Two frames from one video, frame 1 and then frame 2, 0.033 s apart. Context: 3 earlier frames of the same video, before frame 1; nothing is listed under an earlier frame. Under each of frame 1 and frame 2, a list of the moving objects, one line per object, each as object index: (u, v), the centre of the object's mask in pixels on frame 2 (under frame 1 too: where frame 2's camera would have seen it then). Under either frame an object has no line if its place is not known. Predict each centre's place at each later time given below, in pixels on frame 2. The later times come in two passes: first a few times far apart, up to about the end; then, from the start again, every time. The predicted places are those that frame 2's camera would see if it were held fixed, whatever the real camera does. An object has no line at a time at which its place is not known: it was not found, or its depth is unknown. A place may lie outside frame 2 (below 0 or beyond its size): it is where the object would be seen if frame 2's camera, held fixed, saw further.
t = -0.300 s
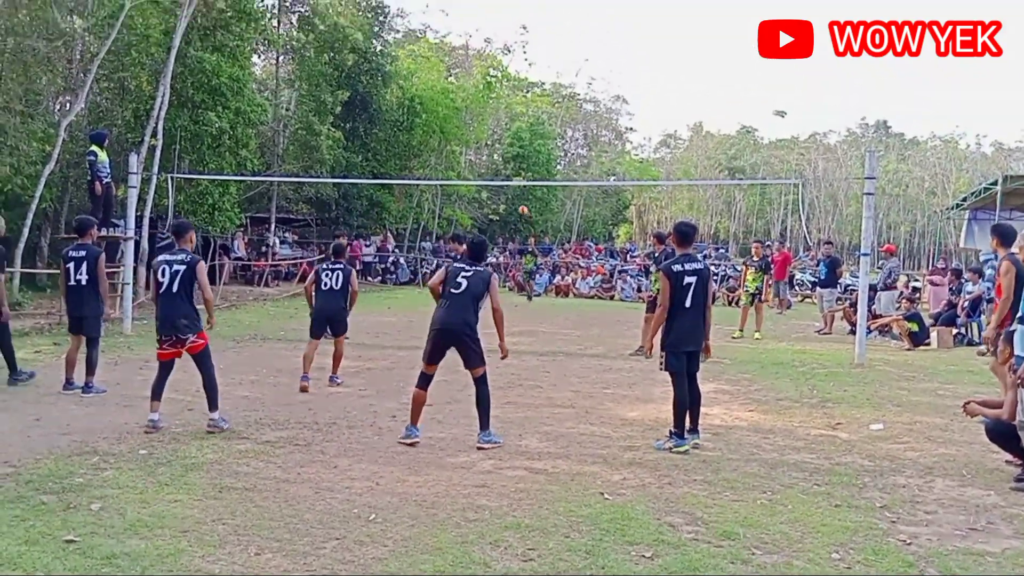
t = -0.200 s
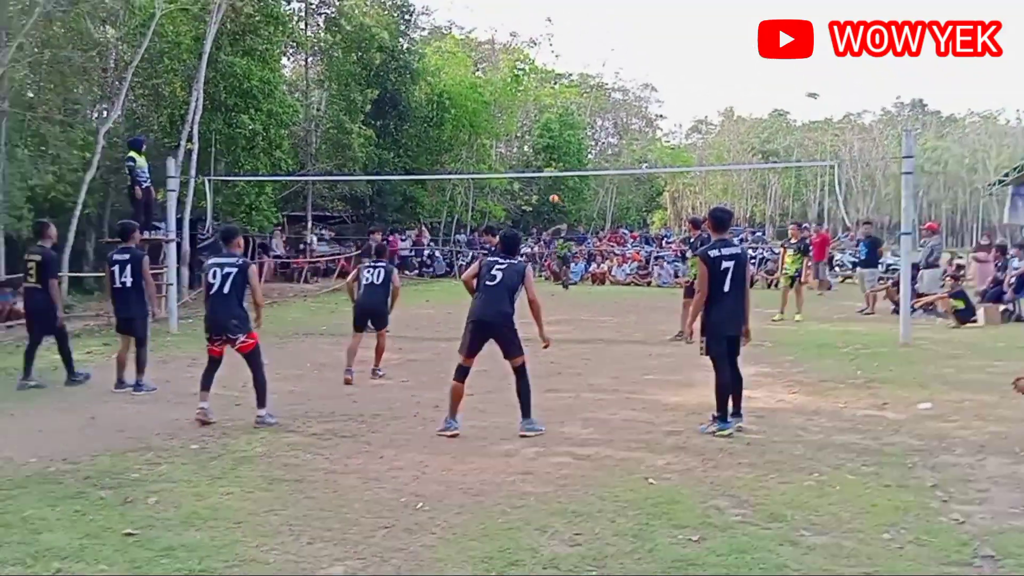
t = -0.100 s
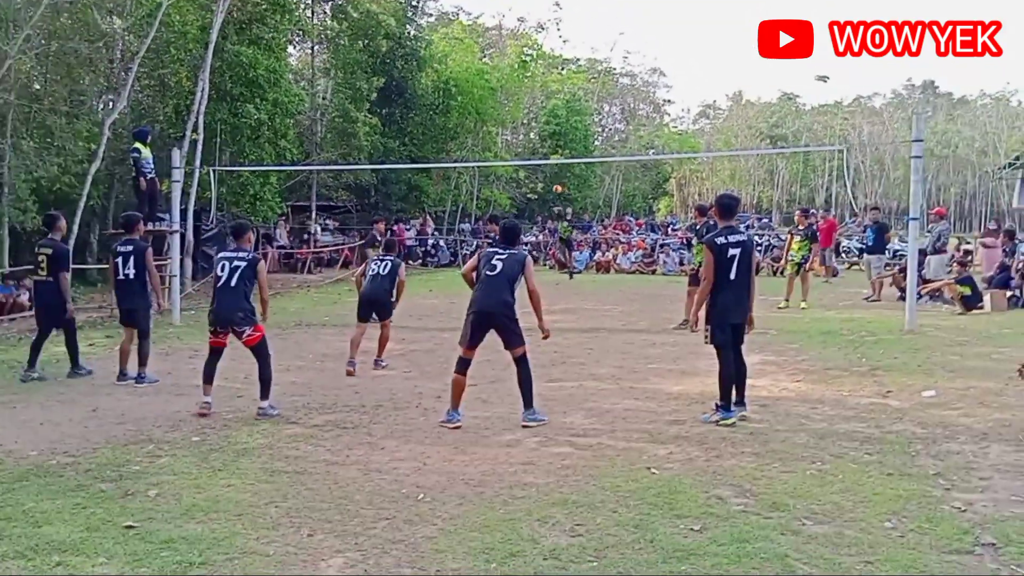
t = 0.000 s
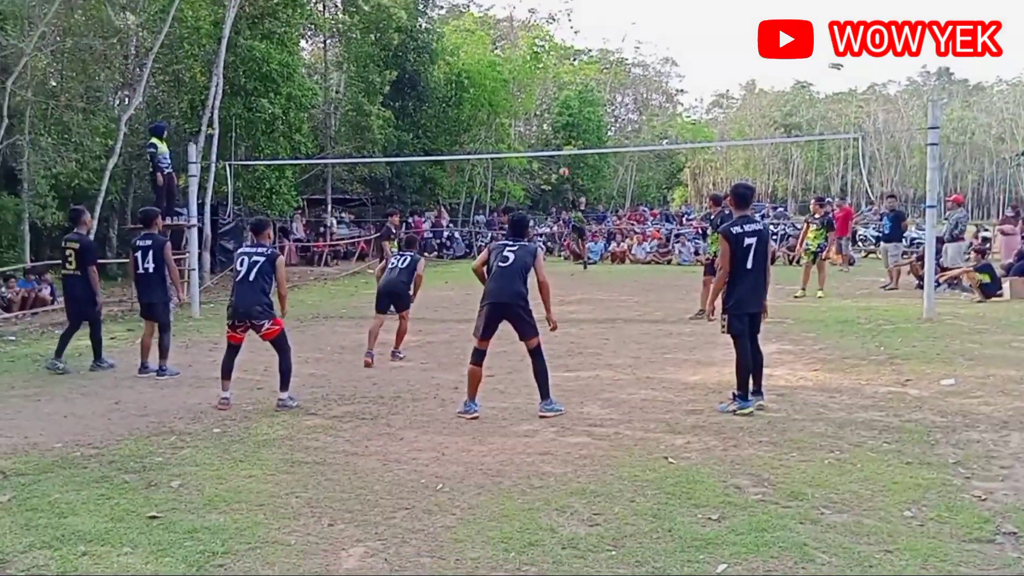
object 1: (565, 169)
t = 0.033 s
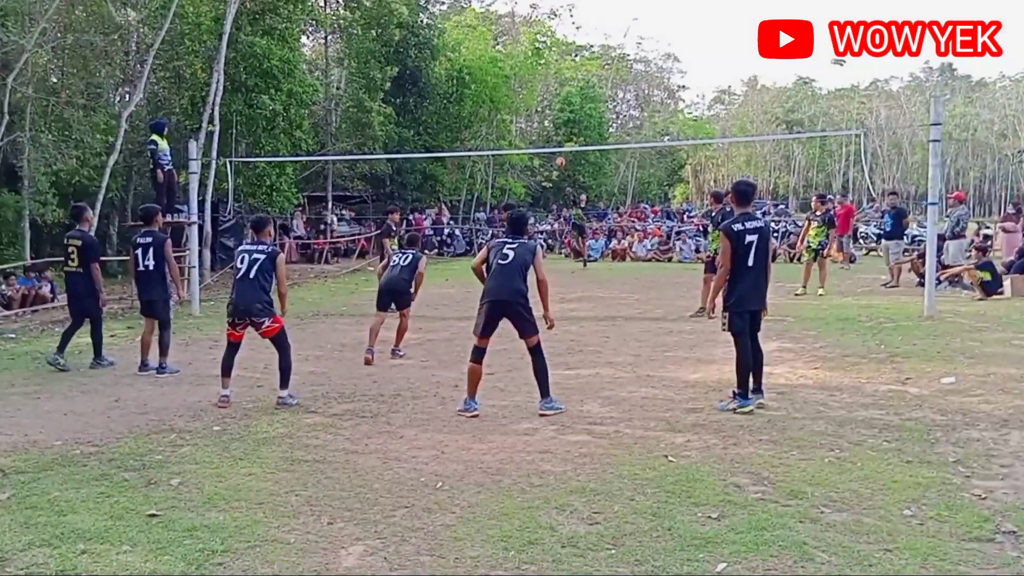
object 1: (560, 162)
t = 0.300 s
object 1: (517, 116)
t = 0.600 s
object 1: (448, 92)
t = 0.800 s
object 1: (384, 111)
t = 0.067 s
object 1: (556, 155)
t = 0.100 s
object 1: (551, 145)
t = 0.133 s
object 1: (546, 140)
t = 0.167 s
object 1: (541, 134)
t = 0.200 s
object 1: (536, 129)
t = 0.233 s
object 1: (530, 124)
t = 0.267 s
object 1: (524, 120)
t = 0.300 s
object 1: (517, 116)
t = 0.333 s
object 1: (511, 111)
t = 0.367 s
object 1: (504, 107)
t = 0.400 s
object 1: (497, 103)
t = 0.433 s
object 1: (490, 99)
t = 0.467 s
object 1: (482, 97)
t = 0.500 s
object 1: (475, 95)
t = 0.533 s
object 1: (466, 94)
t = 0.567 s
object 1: (457, 93)
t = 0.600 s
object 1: (448, 92)
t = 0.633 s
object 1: (439, 93)
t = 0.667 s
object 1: (429, 95)
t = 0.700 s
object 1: (419, 97)
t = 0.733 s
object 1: (408, 100)
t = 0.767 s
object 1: (396, 105)
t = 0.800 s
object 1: (384, 111)
